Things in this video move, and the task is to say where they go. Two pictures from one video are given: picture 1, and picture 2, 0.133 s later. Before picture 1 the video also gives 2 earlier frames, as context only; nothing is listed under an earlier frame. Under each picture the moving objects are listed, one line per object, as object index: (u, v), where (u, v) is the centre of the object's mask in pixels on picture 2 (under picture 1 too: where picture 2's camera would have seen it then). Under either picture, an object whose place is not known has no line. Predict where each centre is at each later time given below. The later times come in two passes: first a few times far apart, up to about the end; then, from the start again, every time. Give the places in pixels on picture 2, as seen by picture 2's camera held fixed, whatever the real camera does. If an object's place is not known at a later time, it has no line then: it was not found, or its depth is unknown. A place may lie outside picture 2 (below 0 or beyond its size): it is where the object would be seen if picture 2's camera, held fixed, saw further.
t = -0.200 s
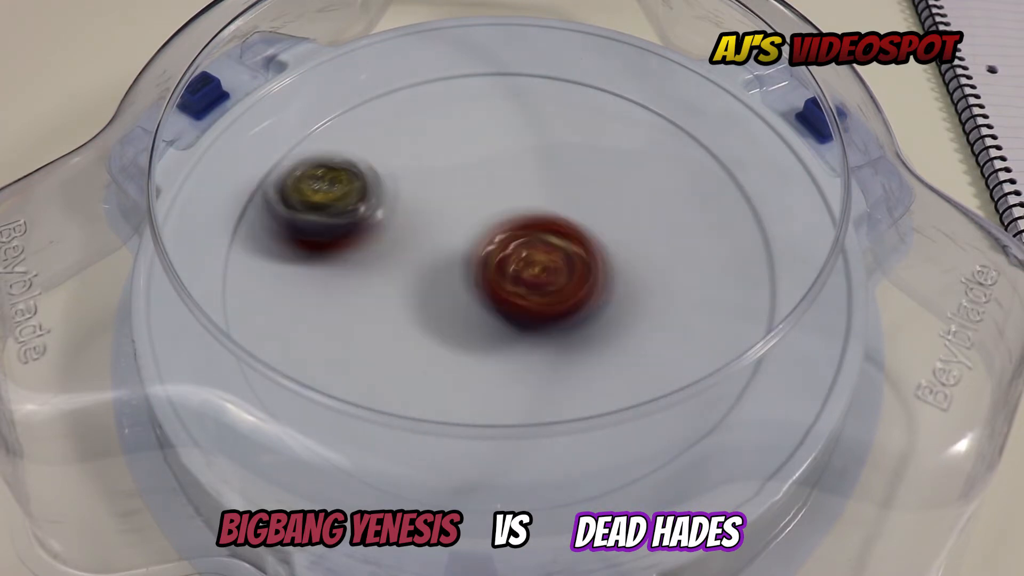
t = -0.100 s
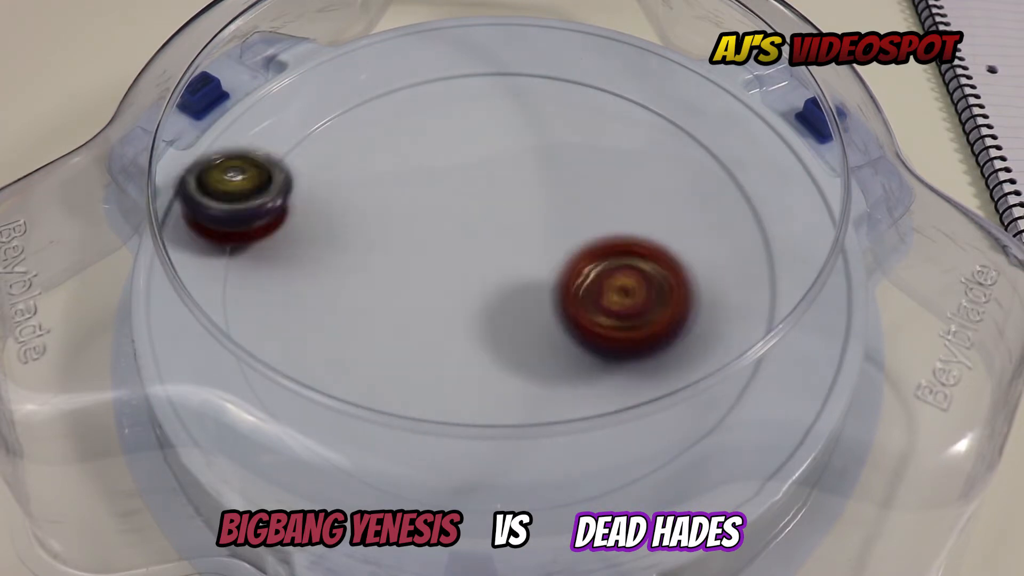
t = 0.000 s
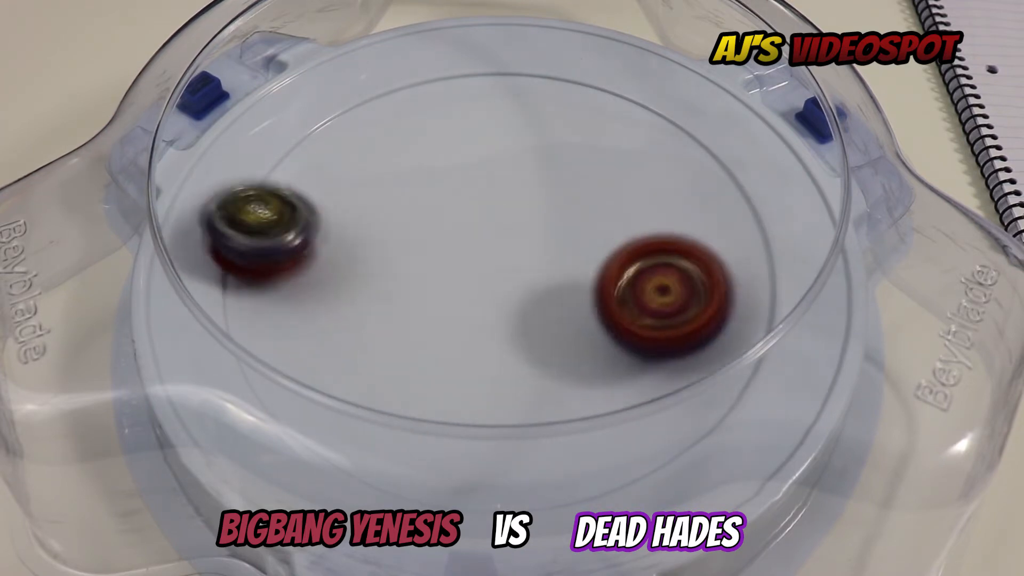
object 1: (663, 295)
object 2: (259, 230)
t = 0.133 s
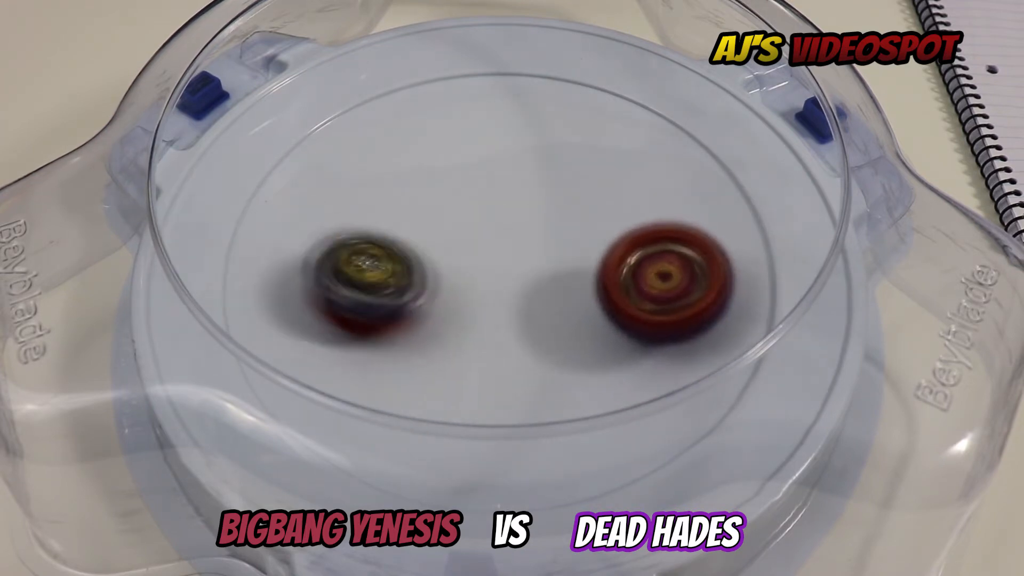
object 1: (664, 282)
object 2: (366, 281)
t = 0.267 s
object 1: (634, 270)
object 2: (503, 298)
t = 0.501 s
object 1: (652, 248)
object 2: (482, 218)
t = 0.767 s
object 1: (523, 254)
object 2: (459, 150)
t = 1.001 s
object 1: (439, 291)
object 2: (463, 165)
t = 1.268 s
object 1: (433, 300)
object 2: (528, 171)
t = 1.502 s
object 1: (446, 254)
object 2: (600, 209)
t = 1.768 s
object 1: (453, 221)
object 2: (680, 201)
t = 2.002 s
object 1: (475, 188)
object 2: (655, 256)
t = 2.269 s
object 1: (445, 182)
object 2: (677, 335)
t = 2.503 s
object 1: (504, 220)
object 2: (538, 333)
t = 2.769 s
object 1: (548, 199)
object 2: (387, 343)
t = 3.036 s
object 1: (543, 246)
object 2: (374, 271)
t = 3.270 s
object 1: (519, 287)
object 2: (443, 198)
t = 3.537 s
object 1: (478, 292)
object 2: (533, 160)
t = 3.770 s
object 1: (457, 265)
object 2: (595, 183)
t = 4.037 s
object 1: (470, 228)
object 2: (618, 268)
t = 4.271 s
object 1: (505, 207)
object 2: (578, 336)
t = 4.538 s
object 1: (546, 216)
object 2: (477, 356)
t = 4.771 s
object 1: (561, 248)
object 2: (409, 306)
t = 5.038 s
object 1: (527, 283)
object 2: (402, 223)
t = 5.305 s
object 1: (479, 287)
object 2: (463, 168)
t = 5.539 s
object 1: (458, 260)
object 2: (543, 167)
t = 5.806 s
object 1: (478, 221)
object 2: (610, 216)
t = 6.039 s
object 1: (515, 207)
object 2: (620, 281)
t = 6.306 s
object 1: (550, 226)
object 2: (557, 340)
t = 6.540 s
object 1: (559, 249)
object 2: (464, 361)
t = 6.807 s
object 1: (556, 270)
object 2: (367, 311)
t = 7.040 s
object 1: (613, 243)
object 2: (279, 257)
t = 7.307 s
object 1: (575, 239)
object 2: (443, 219)
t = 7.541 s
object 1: (652, 290)
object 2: (432, 125)
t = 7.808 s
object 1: (583, 283)
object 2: (523, 192)
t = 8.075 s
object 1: (512, 325)
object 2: (542, 197)
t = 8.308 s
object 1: (461, 299)
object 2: (530, 212)
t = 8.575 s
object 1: (470, 267)
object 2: (546, 190)
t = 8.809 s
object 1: (451, 286)
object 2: (624, 155)
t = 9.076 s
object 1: (467, 288)
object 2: (568, 229)
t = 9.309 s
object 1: (441, 291)
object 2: (544, 231)
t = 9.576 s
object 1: (441, 284)
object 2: (594, 194)
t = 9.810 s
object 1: (463, 276)
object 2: (570, 245)
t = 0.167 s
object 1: (657, 278)
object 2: (404, 290)
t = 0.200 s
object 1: (649, 275)
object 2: (439, 296)
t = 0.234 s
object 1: (639, 272)
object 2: (475, 299)
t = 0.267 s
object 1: (634, 270)
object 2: (503, 298)
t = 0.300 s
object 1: (653, 265)
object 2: (498, 292)
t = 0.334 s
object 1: (667, 260)
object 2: (492, 283)
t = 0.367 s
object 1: (673, 256)
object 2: (488, 272)
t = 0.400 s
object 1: (674, 253)
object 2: (486, 260)
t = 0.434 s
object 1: (671, 251)
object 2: (484, 246)
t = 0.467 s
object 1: (663, 248)
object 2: (483, 232)
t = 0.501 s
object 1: (652, 248)
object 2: (482, 218)
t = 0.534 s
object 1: (638, 247)
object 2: (481, 204)
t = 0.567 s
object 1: (623, 247)
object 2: (479, 192)
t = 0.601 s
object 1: (607, 247)
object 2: (476, 180)
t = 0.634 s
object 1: (590, 248)
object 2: (472, 170)
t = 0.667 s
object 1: (573, 249)
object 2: (469, 162)
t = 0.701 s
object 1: (556, 250)
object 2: (465, 156)
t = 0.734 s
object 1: (539, 252)
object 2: (462, 152)
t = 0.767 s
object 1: (523, 254)
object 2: (459, 150)
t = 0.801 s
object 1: (508, 257)
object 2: (455, 151)
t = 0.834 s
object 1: (494, 259)
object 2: (453, 153)
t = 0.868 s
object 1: (481, 262)
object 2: (450, 157)
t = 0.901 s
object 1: (470, 265)
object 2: (449, 163)
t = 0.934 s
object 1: (460, 267)
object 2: (449, 170)
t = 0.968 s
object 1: (449, 279)
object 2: (455, 170)
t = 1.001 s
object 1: (439, 291)
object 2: (463, 165)
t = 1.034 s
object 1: (432, 300)
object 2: (471, 160)
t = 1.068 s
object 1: (427, 306)
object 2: (480, 158)
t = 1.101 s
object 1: (424, 309)
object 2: (489, 157)
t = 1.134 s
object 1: (423, 311)
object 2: (497, 157)
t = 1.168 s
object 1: (424, 311)
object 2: (505, 159)
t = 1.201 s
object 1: (426, 309)
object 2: (513, 162)
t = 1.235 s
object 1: (429, 305)
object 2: (521, 166)
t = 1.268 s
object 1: (433, 300)
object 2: (528, 171)
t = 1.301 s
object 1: (437, 295)
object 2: (536, 177)
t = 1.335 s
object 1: (441, 288)
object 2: (543, 184)
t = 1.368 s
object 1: (446, 280)
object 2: (550, 191)
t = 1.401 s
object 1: (451, 273)
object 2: (556, 199)
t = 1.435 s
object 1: (456, 265)
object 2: (563, 207)
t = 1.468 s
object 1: (456, 257)
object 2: (574, 210)
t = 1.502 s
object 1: (446, 254)
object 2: (600, 209)
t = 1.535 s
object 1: (438, 249)
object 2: (623, 207)
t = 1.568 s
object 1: (434, 245)
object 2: (641, 205)
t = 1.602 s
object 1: (432, 240)
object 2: (655, 203)
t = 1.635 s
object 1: (433, 236)
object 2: (666, 201)
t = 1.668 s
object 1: (436, 232)
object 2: (674, 200)
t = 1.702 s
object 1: (440, 228)
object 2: (679, 200)
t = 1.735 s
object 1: (446, 225)
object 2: (681, 200)
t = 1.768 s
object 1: (453, 221)
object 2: (680, 201)
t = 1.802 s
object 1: (462, 218)
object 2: (677, 203)
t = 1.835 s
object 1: (471, 215)
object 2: (670, 206)
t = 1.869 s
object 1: (480, 212)
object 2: (661, 211)
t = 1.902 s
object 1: (489, 210)
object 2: (649, 218)
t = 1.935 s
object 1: (498, 208)
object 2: (636, 225)
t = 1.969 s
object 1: (495, 200)
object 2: (636, 238)
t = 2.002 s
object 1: (475, 188)
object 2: (655, 256)
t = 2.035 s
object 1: (456, 179)
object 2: (671, 273)
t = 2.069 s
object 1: (443, 173)
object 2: (682, 287)
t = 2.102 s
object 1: (435, 169)
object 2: (690, 301)
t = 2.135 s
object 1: (431, 169)
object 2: (695, 311)
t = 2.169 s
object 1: (431, 170)
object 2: (696, 318)
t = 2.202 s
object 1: (434, 173)
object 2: (692, 324)
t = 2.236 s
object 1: (439, 177)
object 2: (686, 330)
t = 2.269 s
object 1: (445, 182)
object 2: (677, 335)
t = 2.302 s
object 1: (453, 187)
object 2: (665, 338)
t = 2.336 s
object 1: (461, 193)
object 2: (648, 342)
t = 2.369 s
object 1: (470, 199)
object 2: (629, 344)
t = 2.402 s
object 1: (479, 205)
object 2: (609, 342)
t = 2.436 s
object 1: (487, 211)
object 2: (587, 339)
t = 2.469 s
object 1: (496, 216)
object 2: (562, 336)
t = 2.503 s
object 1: (504, 220)
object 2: (538, 333)
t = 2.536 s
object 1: (514, 220)
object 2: (513, 332)
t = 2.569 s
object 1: (522, 211)
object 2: (488, 341)
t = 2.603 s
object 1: (529, 204)
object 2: (467, 346)
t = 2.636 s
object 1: (535, 198)
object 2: (447, 350)
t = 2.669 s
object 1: (540, 196)
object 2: (429, 351)
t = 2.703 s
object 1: (543, 195)
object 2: (413, 349)
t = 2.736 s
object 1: (546, 196)
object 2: (399, 347)
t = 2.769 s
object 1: (548, 199)
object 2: (387, 343)
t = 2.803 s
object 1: (548, 202)
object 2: (378, 337)
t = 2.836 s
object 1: (548, 206)
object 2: (370, 331)
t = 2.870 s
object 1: (547, 212)
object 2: (365, 323)
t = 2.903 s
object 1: (546, 218)
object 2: (363, 314)
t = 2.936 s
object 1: (545, 225)
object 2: (362, 304)
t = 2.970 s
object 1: (545, 232)
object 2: (364, 293)
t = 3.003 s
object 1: (545, 239)
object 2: (368, 283)
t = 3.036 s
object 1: (543, 246)
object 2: (374, 271)
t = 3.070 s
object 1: (541, 253)
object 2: (381, 260)
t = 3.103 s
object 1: (538, 260)
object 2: (390, 249)
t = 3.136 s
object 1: (534, 267)
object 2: (400, 237)
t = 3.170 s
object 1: (531, 273)
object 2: (409, 227)
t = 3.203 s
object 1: (528, 278)
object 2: (420, 217)
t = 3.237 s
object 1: (524, 283)
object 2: (432, 207)
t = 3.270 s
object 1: (519, 287)
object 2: (443, 198)
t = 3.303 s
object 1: (514, 291)
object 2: (454, 190)
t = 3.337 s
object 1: (508, 293)
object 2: (466, 184)
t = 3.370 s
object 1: (503, 295)
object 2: (477, 178)
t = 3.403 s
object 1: (498, 296)
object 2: (489, 172)
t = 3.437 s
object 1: (492, 296)
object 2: (500, 168)
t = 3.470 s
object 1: (487, 296)
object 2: (511, 164)
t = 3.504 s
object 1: (482, 295)
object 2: (523, 162)
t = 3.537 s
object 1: (478, 292)
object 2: (533, 160)
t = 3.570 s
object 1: (474, 290)
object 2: (543, 159)
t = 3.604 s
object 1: (470, 286)
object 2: (554, 161)
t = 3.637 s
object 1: (466, 283)
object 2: (563, 162)
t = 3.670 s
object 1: (463, 279)
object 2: (572, 166)
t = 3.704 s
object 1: (461, 275)
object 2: (581, 170)
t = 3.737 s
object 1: (459, 270)
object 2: (589, 176)
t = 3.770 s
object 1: (457, 265)
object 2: (595, 183)
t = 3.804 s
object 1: (456, 260)
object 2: (602, 192)
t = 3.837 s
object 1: (455, 255)
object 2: (607, 202)
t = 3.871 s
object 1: (457, 250)
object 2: (612, 211)
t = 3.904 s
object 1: (458, 246)
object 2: (615, 222)
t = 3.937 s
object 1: (460, 241)
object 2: (618, 233)
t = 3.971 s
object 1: (462, 237)
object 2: (619, 245)
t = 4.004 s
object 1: (466, 233)
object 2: (619, 256)
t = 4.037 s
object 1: (470, 228)
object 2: (618, 268)
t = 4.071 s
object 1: (475, 224)
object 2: (617, 278)
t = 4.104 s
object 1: (478, 220)
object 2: (612, 290)
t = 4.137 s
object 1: (483, 216)
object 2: (608, 300)
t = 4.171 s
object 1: (489, 214)
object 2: (602, 310)
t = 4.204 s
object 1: (494, 211)
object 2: (595, 320)
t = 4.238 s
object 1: (500, 208)
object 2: (587, 328)
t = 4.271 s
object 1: (505, 207)
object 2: (578, 336)
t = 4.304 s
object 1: (510, 206)
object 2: (567, 343)
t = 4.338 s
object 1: (516, 205)
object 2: (555, 350)
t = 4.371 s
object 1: (522, 205)
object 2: (543, 354)
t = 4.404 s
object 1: (527, 205)
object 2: (529, 358)
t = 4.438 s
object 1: (532, 207)
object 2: (517, 359)
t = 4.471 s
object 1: (537, 210)
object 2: (503, 360)
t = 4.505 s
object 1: (542, 213)
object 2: (490, 359)
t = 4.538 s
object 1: (546, 216)
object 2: (477, 356)
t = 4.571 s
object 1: (549, 220)
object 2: (464, 353)
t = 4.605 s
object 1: (553, 224)
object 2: (452, 347)
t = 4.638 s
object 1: (556, 229)
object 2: (441, 340)
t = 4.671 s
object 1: (559, 233)
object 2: (432, 333)
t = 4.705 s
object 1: (561, 237)
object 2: (423, 325)
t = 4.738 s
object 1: (561, 242)
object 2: (415, 316)
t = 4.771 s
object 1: (561, 248)
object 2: (409, 306)
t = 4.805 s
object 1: (560, 252)
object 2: (404, 296)
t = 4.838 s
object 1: (556, 257)
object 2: (400, 285)
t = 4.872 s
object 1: (552, 263)
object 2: (397, 275)
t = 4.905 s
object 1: (548, 268)
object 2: (396, 264)
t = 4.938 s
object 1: (545, 272)
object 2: (396, 254)
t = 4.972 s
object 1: (539, 276)
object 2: (397, 242)
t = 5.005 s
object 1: (533, 280)
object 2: (399, 233)
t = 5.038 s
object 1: (527, 283)
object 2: (402, 223)
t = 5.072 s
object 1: (522, 285)
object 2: (406, 213)
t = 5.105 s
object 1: (515, 288)
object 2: (412, 205)
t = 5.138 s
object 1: (508, 290)
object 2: (418, 197)
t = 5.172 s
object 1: (502, 291)
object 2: (426, 189)
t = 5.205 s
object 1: (497, 290)
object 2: (434, 182)
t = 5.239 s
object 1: (491, 290)
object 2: (443, 177)
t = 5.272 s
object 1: (485, 288)
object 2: (453, 171)
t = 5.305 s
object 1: (479, 287)
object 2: (463, 168)
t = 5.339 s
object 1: (475, 284)
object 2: (474, 164)
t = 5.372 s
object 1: (470, 282)
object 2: (485, 163)
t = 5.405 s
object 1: (466, 278)
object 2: (498, 161)
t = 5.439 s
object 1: (462, 274)
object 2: (508, 161)
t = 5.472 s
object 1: (461, 270)
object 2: (520, 162)
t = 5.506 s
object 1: (459, 265)
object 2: (530, 163)
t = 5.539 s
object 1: (458, 260)
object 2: (543, 167)
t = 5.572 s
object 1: (458, 255)
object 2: (552, 169)
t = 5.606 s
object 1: (459, 249)
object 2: (563, 174)
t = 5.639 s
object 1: (461, 244)
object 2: (572, 179)
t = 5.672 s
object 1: (463, 239)
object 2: (582, 186)
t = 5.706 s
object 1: (467, 234)
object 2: (590, 192)
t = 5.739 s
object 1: (471, 230)
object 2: (597, 199)
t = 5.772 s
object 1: (475, 225)
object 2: (604, 208)
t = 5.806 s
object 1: (478, 221)
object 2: (610, 216)
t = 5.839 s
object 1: (484, 218)
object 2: (615, 225)
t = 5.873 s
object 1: (489, 215)
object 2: (619, 234)
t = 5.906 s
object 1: (494, 212)
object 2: (621, 243)
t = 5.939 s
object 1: (499, 211)
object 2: (623, 253)
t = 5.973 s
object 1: (505, 209)
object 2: (623, 263)
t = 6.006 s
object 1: (511, 208)
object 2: (623, 272)
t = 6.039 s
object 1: (515, 207)
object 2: (620, 281)
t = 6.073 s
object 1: (520, 208)
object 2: (617, 291)
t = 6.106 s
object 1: (525, 209)
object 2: (611, 300)
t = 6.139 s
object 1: (530, 209)
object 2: (605, 309)
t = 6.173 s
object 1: (534, 212)
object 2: (598, 316)
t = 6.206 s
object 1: (539, 216)
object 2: (588, 323)
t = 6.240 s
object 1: (543, 219)
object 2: (579, 330)
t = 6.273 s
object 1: (546, 223)
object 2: (568, 336)
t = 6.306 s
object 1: (550, 226)
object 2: (557, 340)
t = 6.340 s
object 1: (554, 231)
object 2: (544, 343)
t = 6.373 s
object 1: (556, 234)
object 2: (531, 344)
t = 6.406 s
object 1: (558, 237)
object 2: (518, 349)
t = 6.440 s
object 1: (561, 238)
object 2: (500, 356)
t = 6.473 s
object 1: (561, 241)
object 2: (487, 360)
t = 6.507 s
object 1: (561, 245)
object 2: (475, 361)
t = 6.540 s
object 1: (559, 249)
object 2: (464, 361)
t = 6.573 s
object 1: (558, 253)
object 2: (454, 360)
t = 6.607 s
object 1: (555, 257)
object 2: (444, 358)
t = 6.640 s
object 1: (551, 262)
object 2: (436, 354)
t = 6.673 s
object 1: (548, 266)
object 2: (428, 347)
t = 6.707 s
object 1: (542, 269)
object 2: (421, 340)
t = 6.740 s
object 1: (537, 273)
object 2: (416, 332)
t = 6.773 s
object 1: (536, 274)
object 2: (410, 323)
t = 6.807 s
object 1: (556, 270)
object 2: (367, 311)
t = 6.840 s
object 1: (579, 266)
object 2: (331, 304)
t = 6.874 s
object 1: (598, 259)
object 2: (304, 293)
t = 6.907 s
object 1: (609, 255)
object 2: (286, 284)
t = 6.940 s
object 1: (615, 251)
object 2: (276, 275)
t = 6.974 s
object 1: (617, 247)
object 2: (272, 269)
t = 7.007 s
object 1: (615, 244)
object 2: (273, 263)
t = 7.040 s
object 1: (613, 243)
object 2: (279, 257)
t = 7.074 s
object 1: (610, 241)
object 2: (289, 252)
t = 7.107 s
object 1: (605, 241)
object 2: (305, 248)
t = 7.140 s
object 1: (601, 240)
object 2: (325, 242)
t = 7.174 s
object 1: (595, 239)
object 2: (344, 238)
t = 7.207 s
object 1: (590, 239)
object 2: (365, 233)
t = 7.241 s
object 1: (586, 239)
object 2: (392, 228)
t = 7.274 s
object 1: (580, 239)
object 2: (419, 224)
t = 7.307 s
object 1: (575, 239)
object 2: (443, 219)
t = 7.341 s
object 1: (582, 243)
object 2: (457, 210)
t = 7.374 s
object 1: (605, 257)
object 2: (444, 182)
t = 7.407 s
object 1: (627, 269)
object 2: (433, 161)
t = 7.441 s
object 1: (641, 279)
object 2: (427, 146)
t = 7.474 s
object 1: (650, 285)
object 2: (425, 134)
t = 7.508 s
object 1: (652, 288)
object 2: (427, 127)
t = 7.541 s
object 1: (652, 290)
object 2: (432, 125)
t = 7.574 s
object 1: (648, 290)
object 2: (442, 126)
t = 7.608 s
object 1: (643, 290)
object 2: (452, 129)
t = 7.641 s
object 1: (637, 289)
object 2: (464, 135)
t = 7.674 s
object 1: (627, 288)
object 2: (476, 143)
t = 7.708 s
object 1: (618, 287)
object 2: (489, 153)
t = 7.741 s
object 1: (605, 286)
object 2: (502, 164)
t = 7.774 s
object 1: (594, 284)
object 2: (513, 179)
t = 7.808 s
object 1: (583, 283)
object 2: (523, 192)
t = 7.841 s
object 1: (573, 296)
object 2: (528, 193)
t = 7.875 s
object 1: (566, 311)
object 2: (532, 184)
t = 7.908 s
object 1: (555, 323)
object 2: (537, 178)
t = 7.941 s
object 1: (545, 329)
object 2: (540, 177)
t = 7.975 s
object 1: (535, 333)
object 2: (542, 178)
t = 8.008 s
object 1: (527, 332)
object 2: (543, 181)
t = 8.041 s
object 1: (518, 329)
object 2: (543, 188)
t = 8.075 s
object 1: (512, 325)
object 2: (542, 197)
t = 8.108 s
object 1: (504, 320)
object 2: (539, 206)
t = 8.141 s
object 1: (499, 313)
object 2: (535, 216)
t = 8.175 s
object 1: (490, 312)
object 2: (531, 221)
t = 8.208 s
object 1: (478, 311)
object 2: (533, 217)
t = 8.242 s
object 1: (469, 310)
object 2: (534, 213)
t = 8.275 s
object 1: (464, 306)
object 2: (533, 212)
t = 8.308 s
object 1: (461, 299)
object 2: (530, 212)
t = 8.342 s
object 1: (463, 293)
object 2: (524, 213)
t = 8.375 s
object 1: (457, 292)
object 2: (527, 208)
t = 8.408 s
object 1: (450, 289)
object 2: (533, 201)
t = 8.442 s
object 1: (448, 285)
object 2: (539, 195)
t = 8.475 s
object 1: (450, 280)
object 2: (541, 193)
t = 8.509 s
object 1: (456, 276)
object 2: (543, 191)
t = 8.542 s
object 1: (462, 270)
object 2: (544, 190)
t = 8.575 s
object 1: (470, 267)
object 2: (546, 190)
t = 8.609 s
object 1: (471, 266)
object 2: (551, 186)
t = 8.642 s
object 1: (461, 271)
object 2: (576, 173)
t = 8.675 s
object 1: (452, 278)
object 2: (595, 161)
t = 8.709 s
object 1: (448, 280)
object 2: (607, 155)
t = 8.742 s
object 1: (445, 284)
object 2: (617, 152)
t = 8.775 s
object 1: (446, 285)
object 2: (622, 153)
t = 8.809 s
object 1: (451, 286)
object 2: (624, 155)
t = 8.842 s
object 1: (453, 287)
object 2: (623, 159)
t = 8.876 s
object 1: (458, 287)
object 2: (621, 167)
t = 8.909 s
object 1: (460, 288)
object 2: (618, 176)
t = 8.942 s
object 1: (462, 289)
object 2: (613, 185)
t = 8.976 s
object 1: (465, 289)
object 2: (603, 197)
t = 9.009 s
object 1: (465, 289)
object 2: (593, 209)
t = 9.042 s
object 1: (467, 288)
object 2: (580, 221)
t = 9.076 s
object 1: (467, 288)
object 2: (568, 229)
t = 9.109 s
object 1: (457, 291)
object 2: (564, 234)
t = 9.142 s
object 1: (446, 294)
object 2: (565, 234)
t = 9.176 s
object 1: (438, 297)
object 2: (565, 233)
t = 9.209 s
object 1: (434, 296)
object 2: (563, 233)
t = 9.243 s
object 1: (436, 295)
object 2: (558, 233)
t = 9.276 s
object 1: (437, 293)
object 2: (551, 232)
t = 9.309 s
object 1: (441, 291)
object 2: (544, 231)
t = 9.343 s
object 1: (438, 291)
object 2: (543, 225)
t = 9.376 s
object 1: (426, 294)
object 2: (560, 210)
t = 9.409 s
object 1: (418, 293)
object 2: (573, 202)
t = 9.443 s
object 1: (417, 291)
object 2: (582, 193)
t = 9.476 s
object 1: (420, 287)
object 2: (590, 191)
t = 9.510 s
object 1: (428, 286)
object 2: (593, 189)
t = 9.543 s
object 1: (435, 285)
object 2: (594, 190)
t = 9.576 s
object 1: (441, 284)
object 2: (594, 194)
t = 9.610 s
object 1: (449, 284)
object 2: (590, 199)
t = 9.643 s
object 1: (455, 283)
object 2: (586, 206)
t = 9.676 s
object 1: (460, 281)
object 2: (580, 212)
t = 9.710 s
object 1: (468, 281)
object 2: (572, 221)
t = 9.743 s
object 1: (471, 280)
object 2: (569, 227)
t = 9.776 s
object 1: (470, 279)
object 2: (565, 236)
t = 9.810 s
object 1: (463, 276)
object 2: (570, 245)
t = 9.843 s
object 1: (450, 279)
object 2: (578, 256)
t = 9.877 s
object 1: (443, 277)
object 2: (587, 264)
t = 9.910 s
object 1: (438, 277)
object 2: (595, 273)
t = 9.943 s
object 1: (437, 276)
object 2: (599, 282)
